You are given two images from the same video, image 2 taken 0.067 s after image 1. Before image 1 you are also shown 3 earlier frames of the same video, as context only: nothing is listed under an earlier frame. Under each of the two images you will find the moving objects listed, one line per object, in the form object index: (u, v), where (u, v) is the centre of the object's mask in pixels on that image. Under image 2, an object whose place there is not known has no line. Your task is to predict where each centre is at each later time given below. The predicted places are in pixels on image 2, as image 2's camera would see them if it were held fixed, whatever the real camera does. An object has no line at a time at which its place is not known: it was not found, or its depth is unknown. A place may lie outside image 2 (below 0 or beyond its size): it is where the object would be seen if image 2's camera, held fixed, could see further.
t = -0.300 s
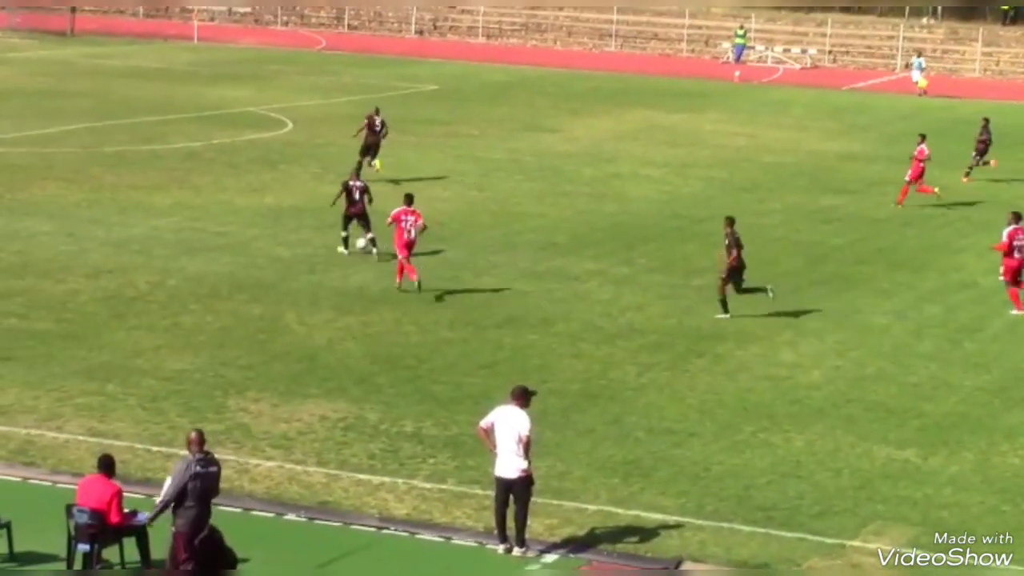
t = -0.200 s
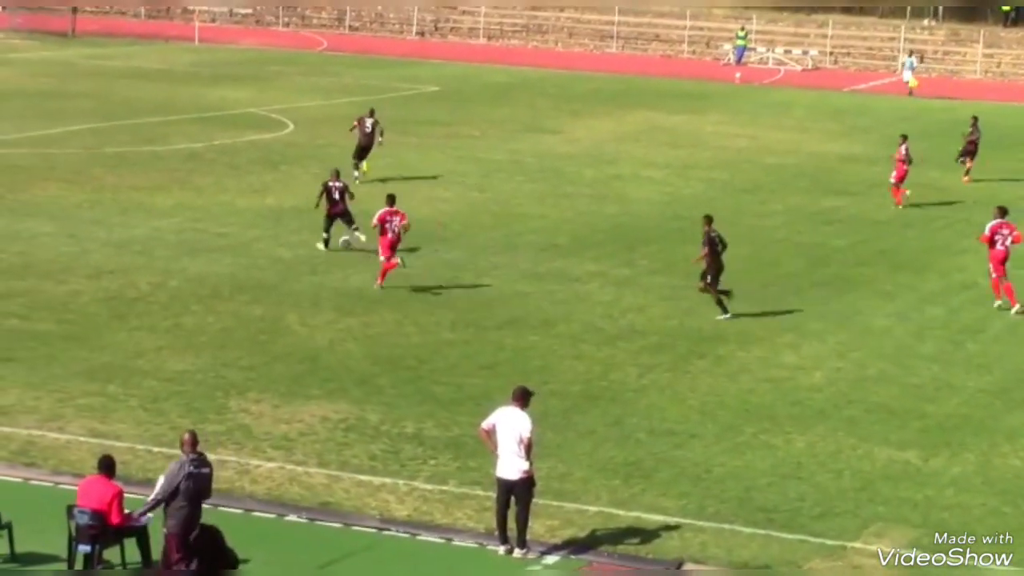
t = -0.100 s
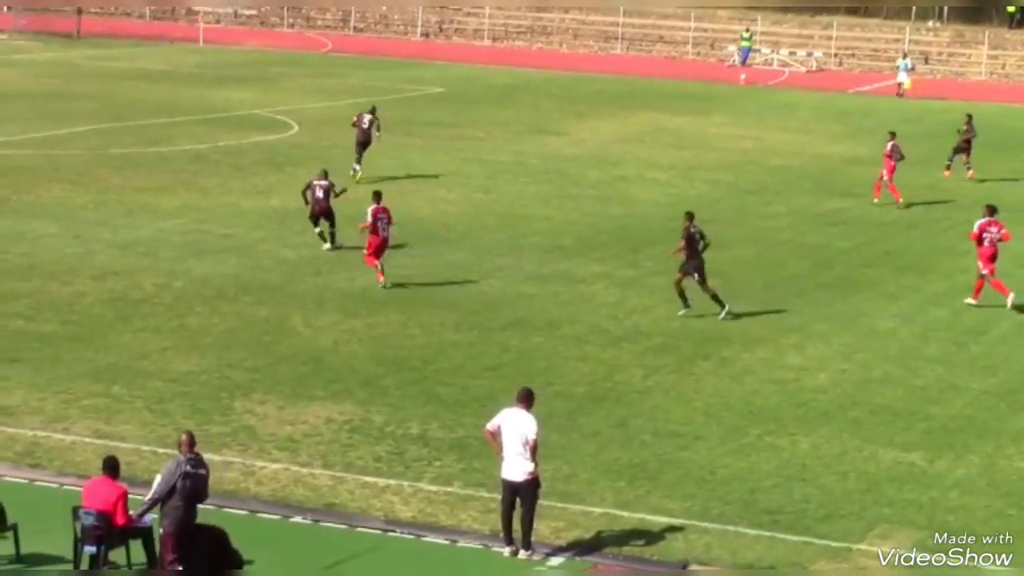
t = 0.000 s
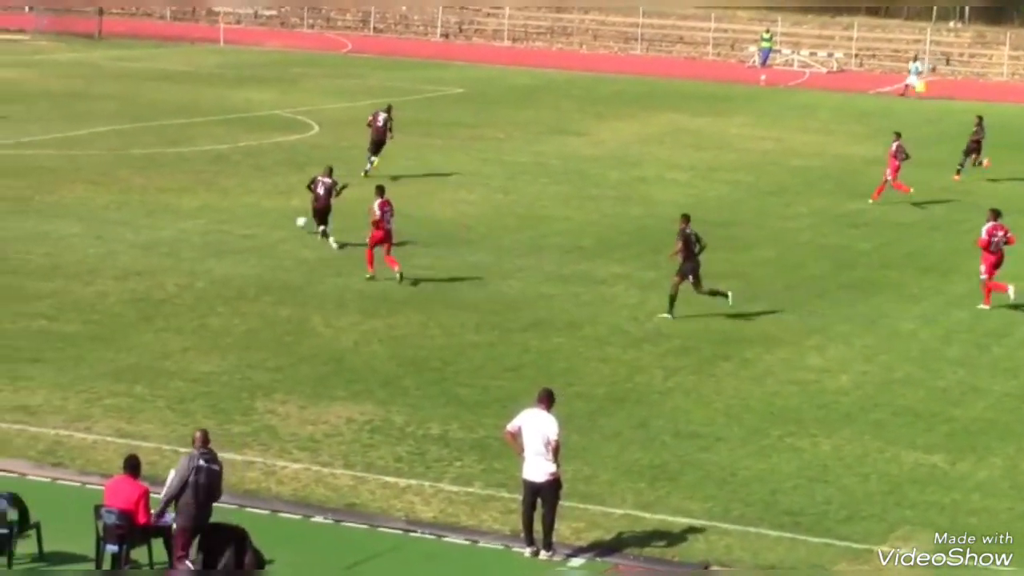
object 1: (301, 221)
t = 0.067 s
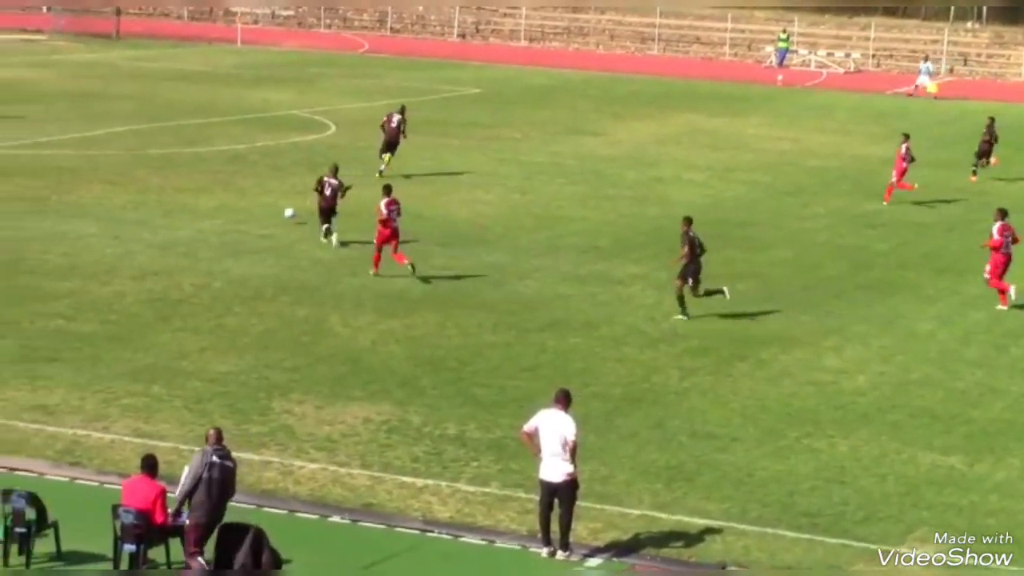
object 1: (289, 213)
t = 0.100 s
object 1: (272, 207)
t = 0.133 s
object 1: (254, 203)
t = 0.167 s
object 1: (247, 201)
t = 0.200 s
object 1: (233, 197)
